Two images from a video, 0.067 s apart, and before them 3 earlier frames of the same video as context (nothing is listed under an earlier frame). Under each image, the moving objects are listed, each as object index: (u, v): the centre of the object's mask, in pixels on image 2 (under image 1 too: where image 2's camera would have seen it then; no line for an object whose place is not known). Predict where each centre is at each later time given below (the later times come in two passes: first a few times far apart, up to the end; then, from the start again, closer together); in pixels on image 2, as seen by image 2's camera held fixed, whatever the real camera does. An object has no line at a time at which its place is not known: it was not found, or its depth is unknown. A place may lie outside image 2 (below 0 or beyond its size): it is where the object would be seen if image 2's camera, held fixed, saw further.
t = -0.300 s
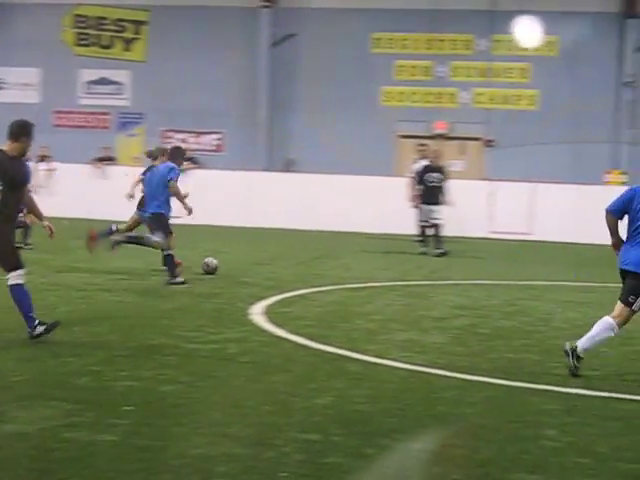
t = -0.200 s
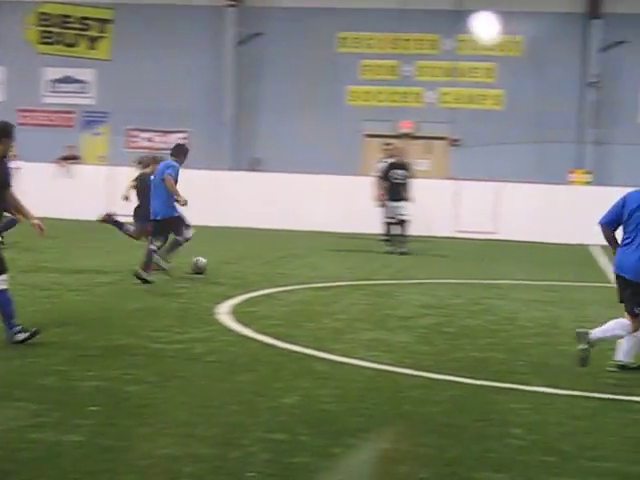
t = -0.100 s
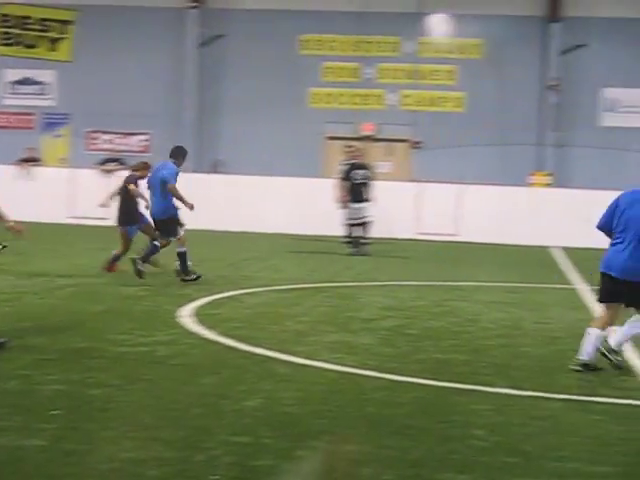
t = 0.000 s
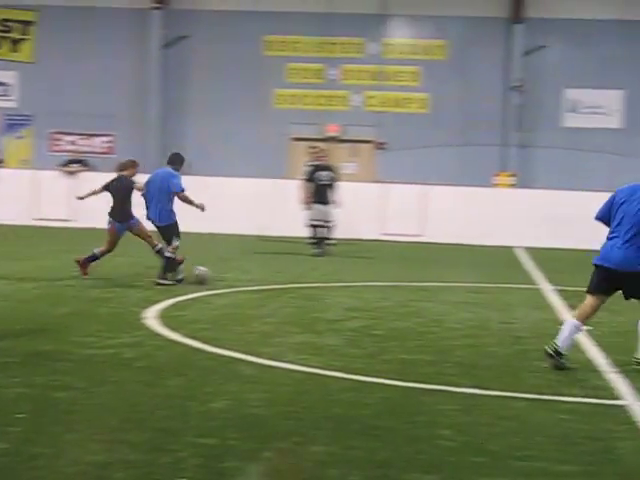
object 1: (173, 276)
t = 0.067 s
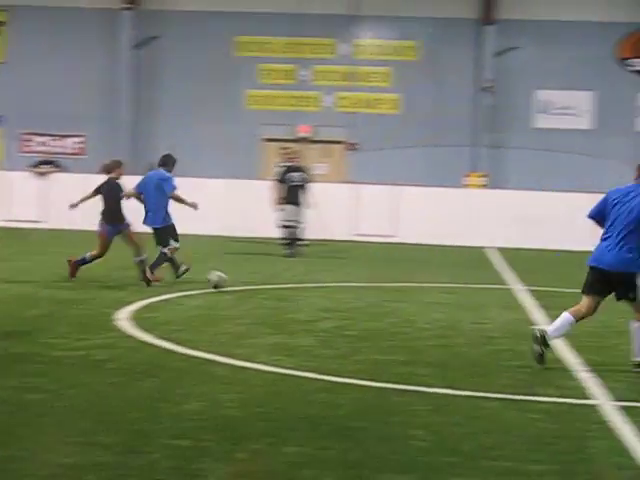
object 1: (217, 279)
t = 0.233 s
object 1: (330, 296)
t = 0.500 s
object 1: (517, 319)
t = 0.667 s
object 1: (639, 333)
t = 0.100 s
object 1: (240, 284)
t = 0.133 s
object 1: (262, 288)
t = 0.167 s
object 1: (284, 290)
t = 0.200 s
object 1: (306, 292)
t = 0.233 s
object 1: (330, 296)
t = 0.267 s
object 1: (353, 301)
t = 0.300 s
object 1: (377, 304)
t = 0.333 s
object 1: (399, 306)
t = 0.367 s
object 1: (421, 308)
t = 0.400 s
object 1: (446, 312)
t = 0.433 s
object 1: (470, 316)
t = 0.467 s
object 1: (492, 316)
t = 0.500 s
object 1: (517, 319)
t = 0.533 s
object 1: (540, 321)
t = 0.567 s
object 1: (566, 327)
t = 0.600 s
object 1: (591, 332)
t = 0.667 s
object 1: (639, 333)
